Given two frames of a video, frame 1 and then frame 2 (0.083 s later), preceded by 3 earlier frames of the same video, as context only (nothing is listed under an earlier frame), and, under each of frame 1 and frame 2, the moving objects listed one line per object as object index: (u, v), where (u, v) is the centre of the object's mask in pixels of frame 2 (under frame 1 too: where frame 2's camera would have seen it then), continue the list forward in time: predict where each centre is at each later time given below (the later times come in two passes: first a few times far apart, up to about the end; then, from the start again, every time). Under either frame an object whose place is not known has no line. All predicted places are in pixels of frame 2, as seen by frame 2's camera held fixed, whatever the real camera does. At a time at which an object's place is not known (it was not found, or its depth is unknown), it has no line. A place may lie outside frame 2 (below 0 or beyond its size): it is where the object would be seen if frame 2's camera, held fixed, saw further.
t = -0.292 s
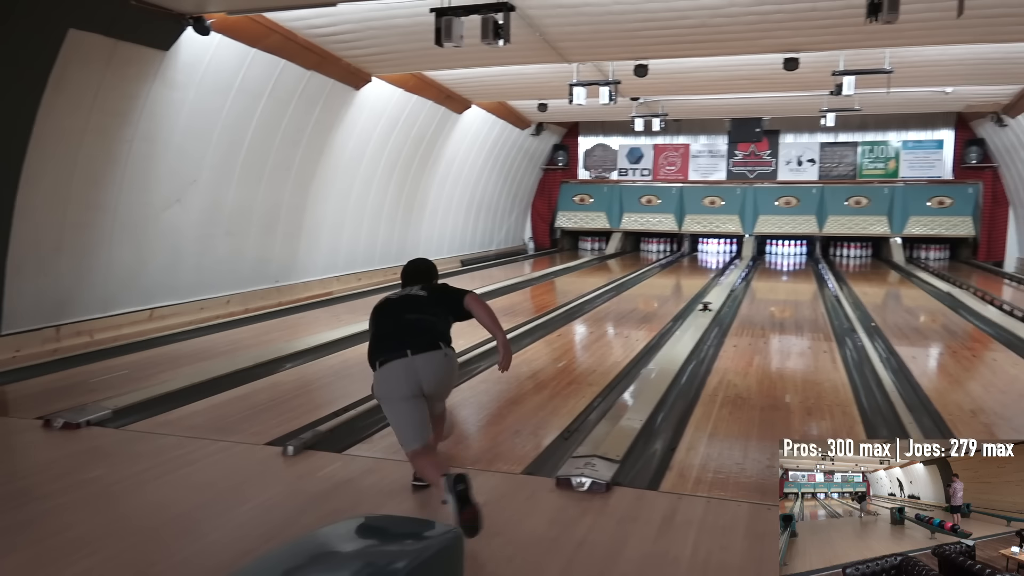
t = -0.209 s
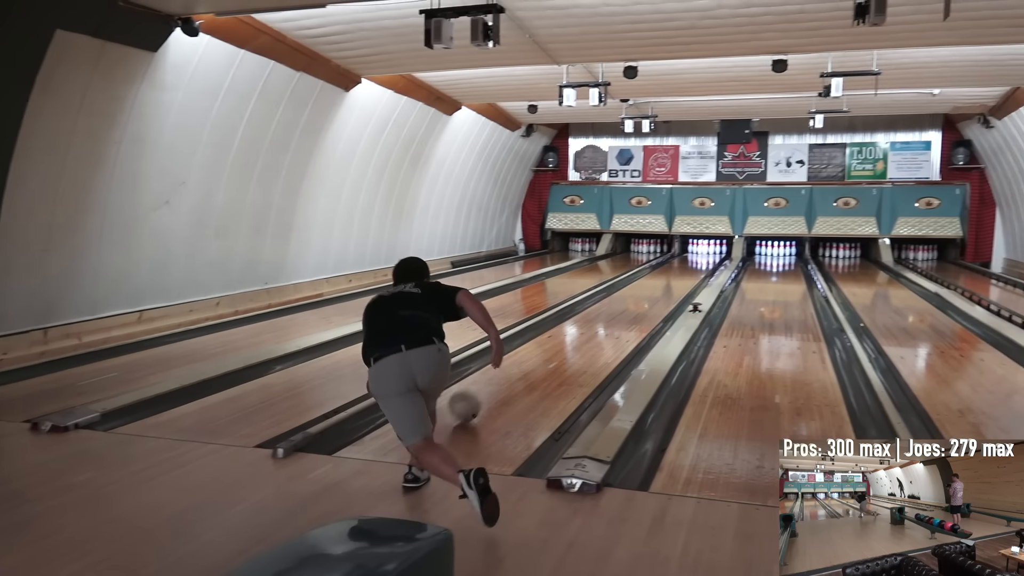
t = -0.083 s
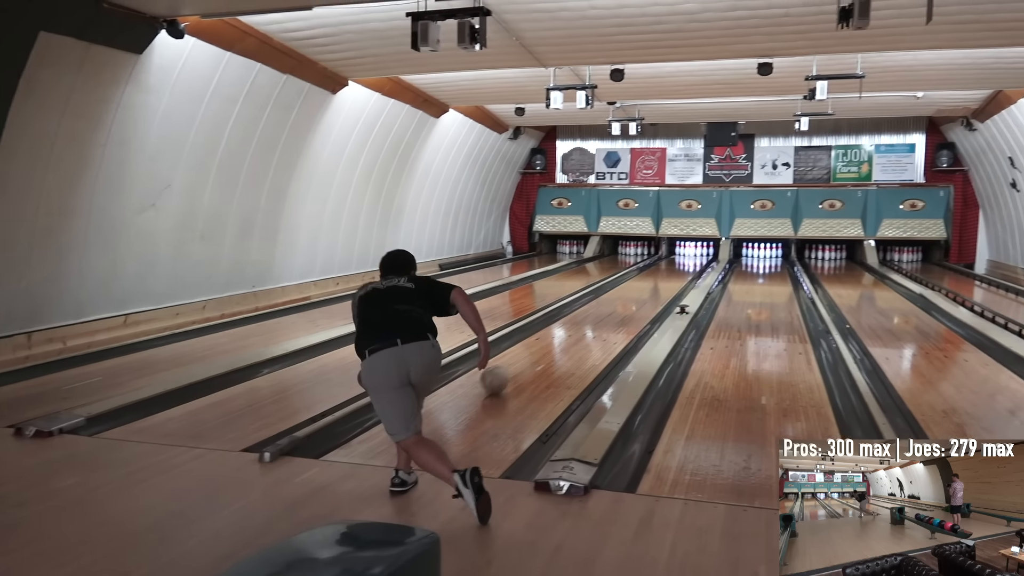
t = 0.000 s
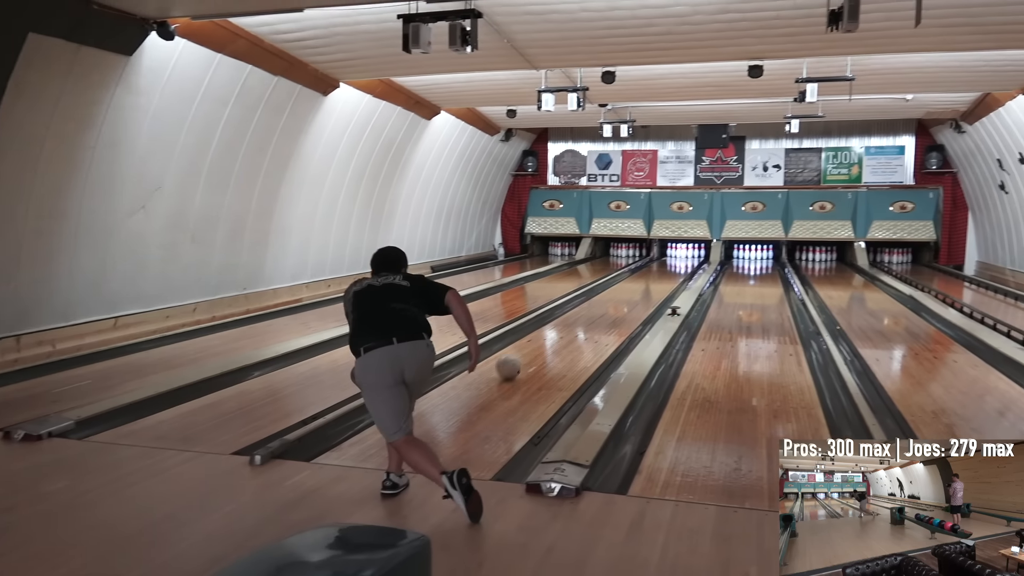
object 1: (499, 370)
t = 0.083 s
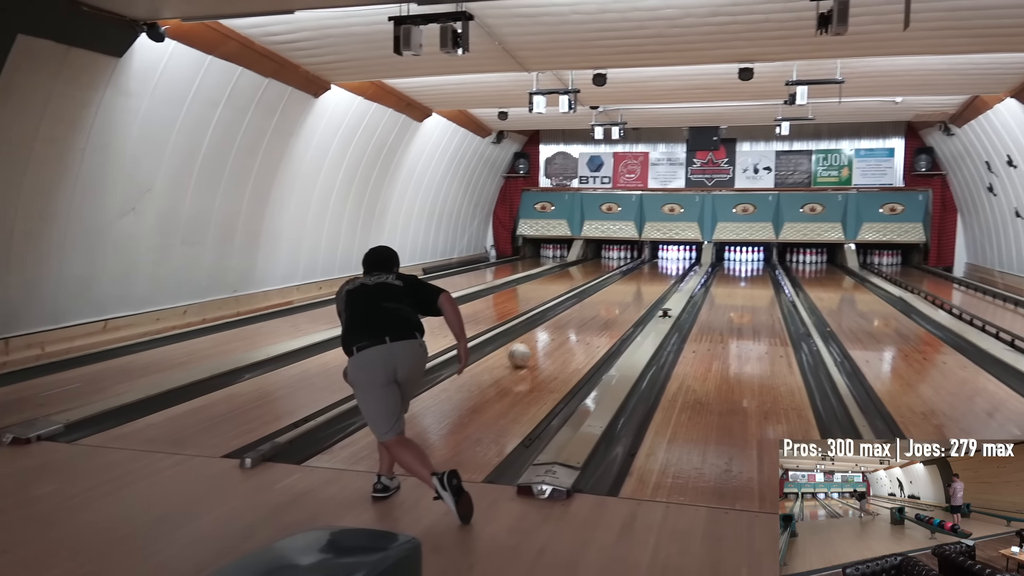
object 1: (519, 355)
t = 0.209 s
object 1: (541, 340)
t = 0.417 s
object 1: (570, 320)
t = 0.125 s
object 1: (527, 350)
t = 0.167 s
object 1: (535, 345)
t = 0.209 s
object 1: (541, 340)
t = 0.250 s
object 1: (548, 335)
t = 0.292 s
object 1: (554, 331)
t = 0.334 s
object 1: (560, 327)
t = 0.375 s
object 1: (565, 324)
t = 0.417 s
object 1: (570, 320)
